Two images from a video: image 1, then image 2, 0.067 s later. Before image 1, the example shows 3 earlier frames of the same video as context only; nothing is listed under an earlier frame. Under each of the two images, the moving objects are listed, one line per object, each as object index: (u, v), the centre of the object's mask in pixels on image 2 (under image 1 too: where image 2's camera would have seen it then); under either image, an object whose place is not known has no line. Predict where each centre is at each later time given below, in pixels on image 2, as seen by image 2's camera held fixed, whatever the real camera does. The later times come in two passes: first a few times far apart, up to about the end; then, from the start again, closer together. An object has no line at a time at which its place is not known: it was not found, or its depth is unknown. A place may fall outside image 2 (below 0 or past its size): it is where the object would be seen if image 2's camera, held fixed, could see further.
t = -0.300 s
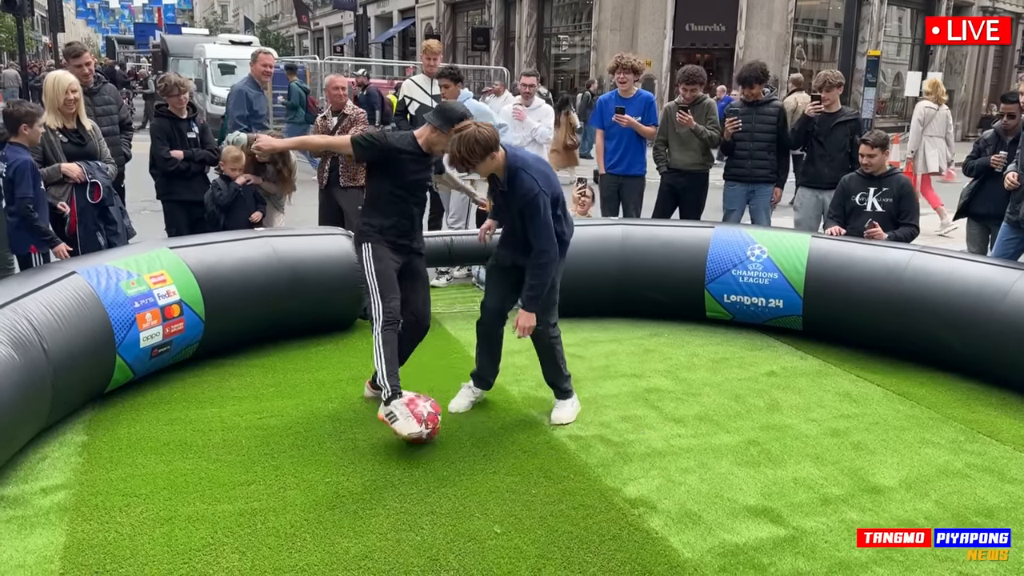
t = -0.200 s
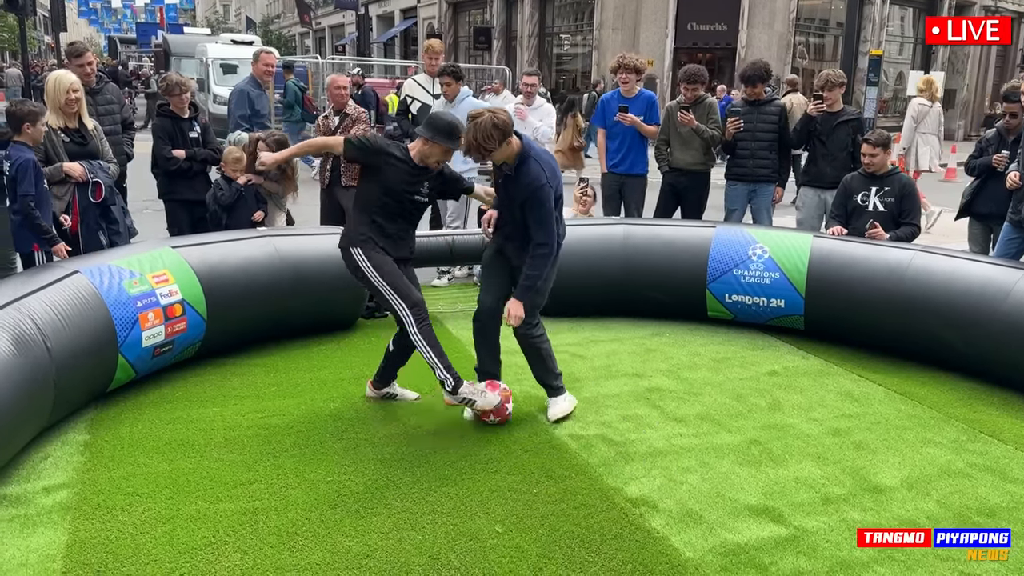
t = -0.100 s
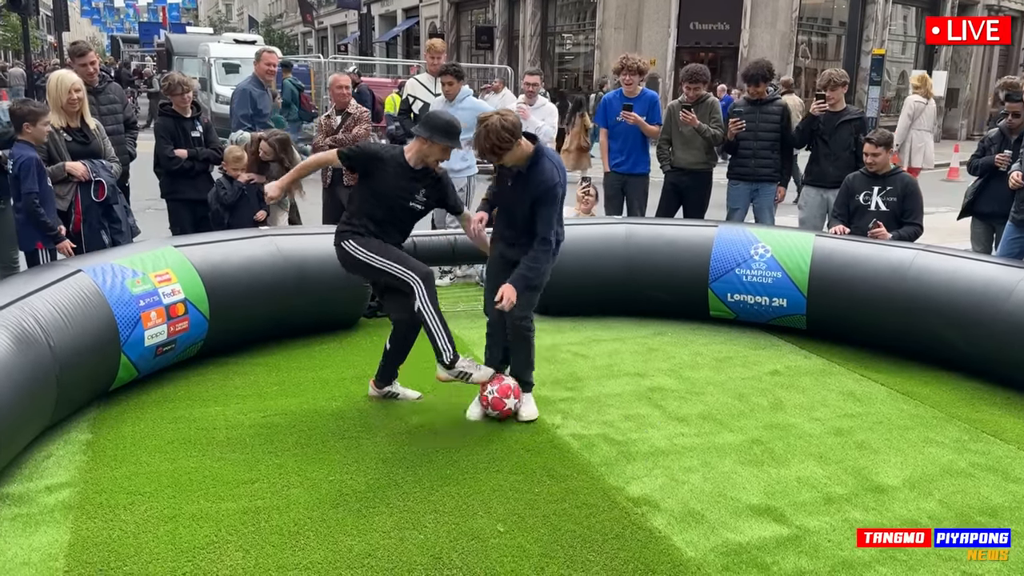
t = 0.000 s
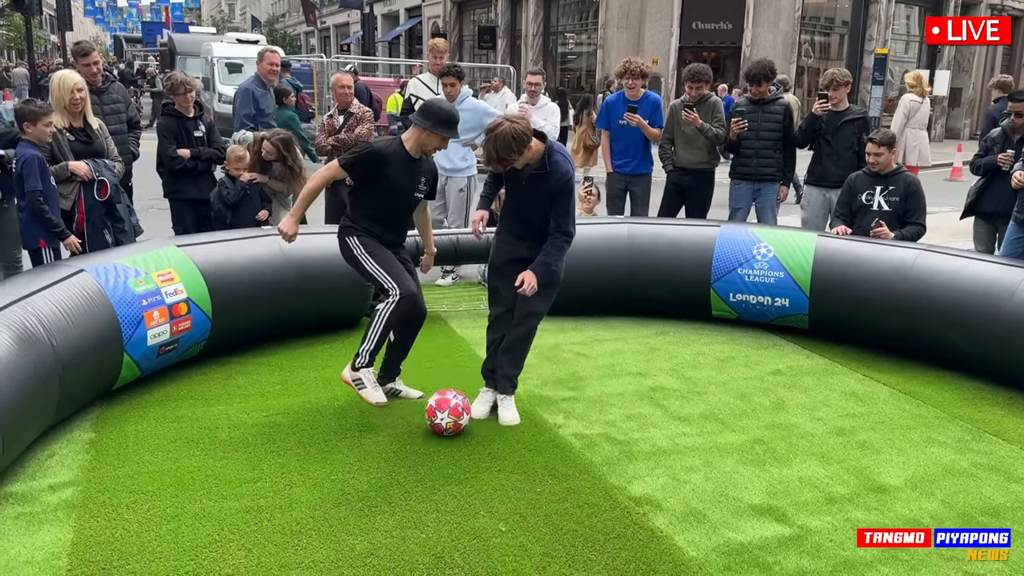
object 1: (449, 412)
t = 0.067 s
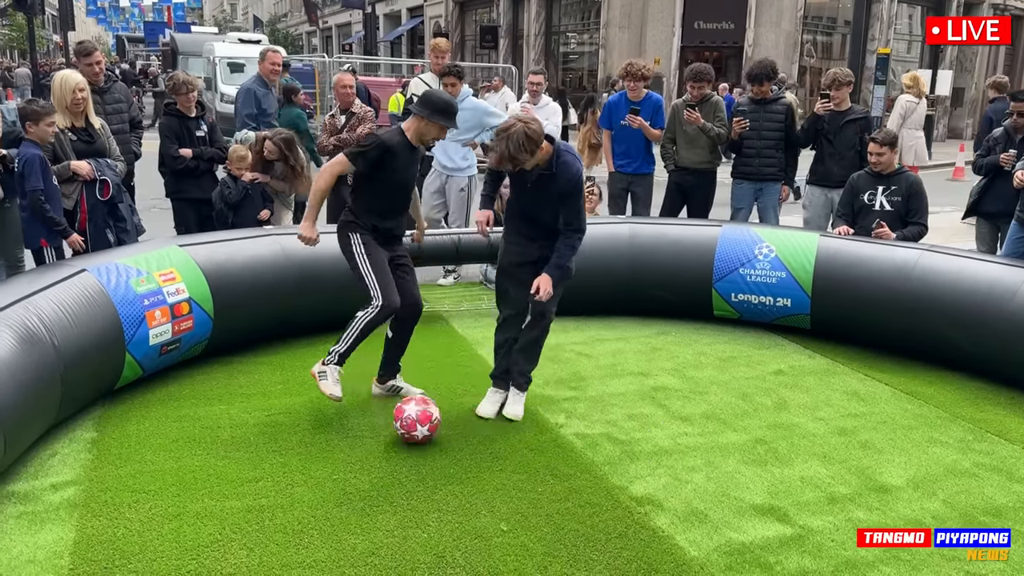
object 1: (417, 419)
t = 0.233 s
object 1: (330, 449)
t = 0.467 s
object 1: (195, 496)
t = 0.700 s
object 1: (39, 551)
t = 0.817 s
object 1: (-29, 571)
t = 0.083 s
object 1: (408, 421)
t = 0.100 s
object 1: (400, 424)
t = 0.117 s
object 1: (392, 426)
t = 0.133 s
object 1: (383, 430)
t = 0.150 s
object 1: (375, 433)
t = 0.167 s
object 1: (366, 436)
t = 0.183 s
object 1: (357, 439)
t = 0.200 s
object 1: (348, 442)
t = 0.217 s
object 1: (339, 445)
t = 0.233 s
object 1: (330, 449)
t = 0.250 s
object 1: (321, 452)
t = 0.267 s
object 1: (312, 456)
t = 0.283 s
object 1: (302, 459)
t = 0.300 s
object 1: (293, 462)
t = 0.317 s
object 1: (284, 465)
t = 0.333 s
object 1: (275, 468)
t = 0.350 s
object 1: (265, 472)
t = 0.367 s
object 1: (255, 475)
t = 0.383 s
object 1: (246, 479)
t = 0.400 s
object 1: (236, 482)
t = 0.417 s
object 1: (226, 485)
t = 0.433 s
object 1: (216, 488)
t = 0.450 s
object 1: (206, 492)
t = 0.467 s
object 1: (195, 496)
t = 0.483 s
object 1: (185, 500)
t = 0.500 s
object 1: (174, 504)
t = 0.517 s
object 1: (164, 507)
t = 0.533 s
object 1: (153, 510)
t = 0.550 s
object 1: (142, 514)
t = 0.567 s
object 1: (131, 518)
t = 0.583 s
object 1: (120, 522)
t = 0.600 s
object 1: (109, 527)
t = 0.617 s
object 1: (97, 531)
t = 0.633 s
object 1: (86, 536)
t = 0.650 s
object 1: (75, 540)
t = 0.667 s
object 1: (63, 544)
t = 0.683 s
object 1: (51, 549)
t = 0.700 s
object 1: (39, 551)
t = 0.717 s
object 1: (28, 554)
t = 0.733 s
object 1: (15, 557)
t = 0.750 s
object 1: (3, 560)
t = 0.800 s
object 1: (-22, 568)
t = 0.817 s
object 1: (-29, 571)
